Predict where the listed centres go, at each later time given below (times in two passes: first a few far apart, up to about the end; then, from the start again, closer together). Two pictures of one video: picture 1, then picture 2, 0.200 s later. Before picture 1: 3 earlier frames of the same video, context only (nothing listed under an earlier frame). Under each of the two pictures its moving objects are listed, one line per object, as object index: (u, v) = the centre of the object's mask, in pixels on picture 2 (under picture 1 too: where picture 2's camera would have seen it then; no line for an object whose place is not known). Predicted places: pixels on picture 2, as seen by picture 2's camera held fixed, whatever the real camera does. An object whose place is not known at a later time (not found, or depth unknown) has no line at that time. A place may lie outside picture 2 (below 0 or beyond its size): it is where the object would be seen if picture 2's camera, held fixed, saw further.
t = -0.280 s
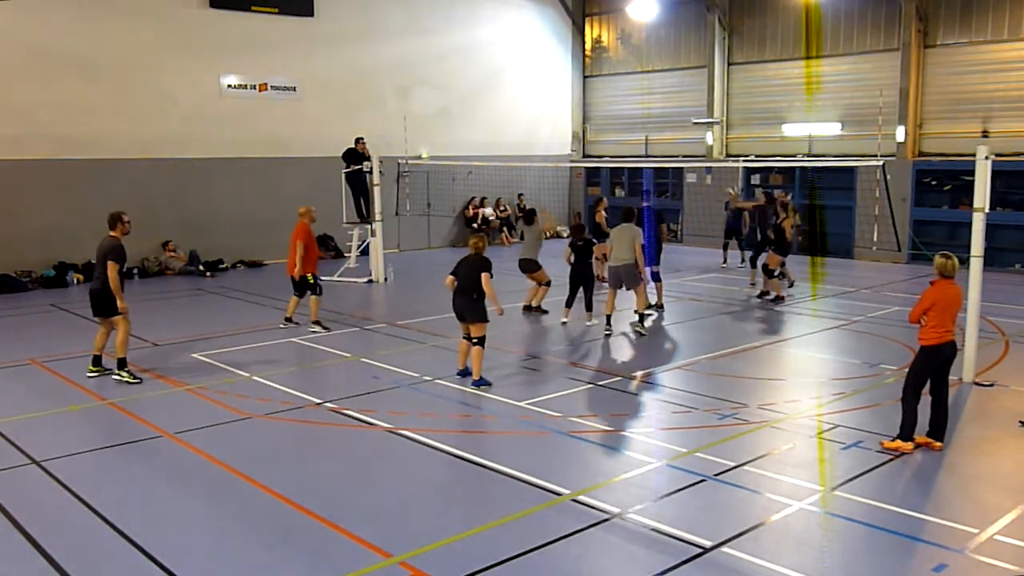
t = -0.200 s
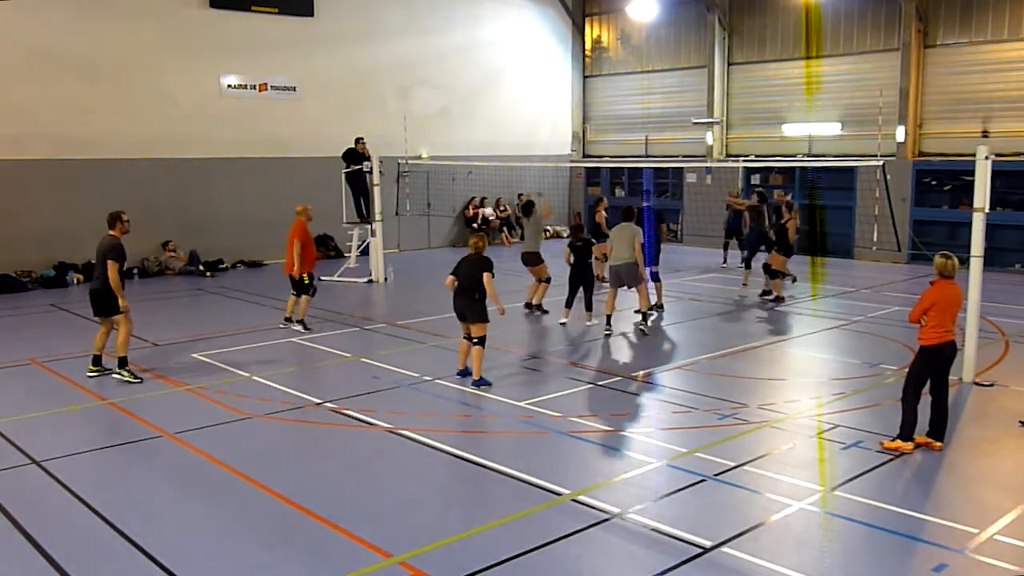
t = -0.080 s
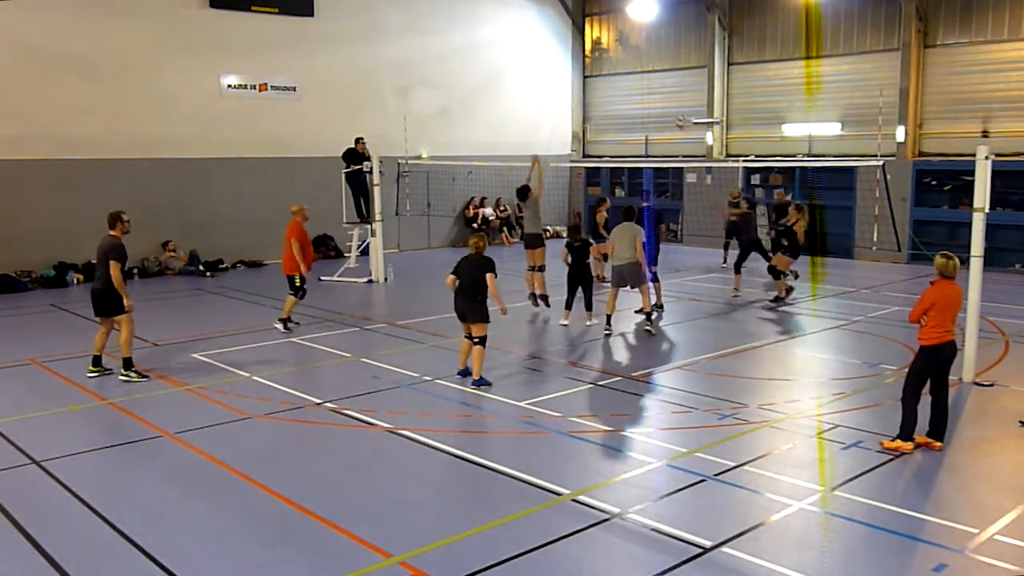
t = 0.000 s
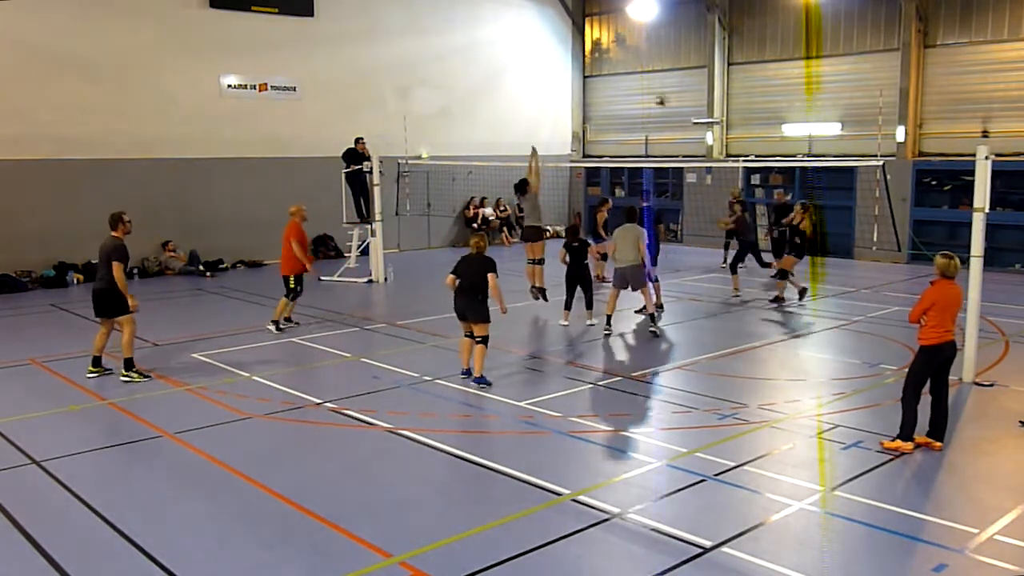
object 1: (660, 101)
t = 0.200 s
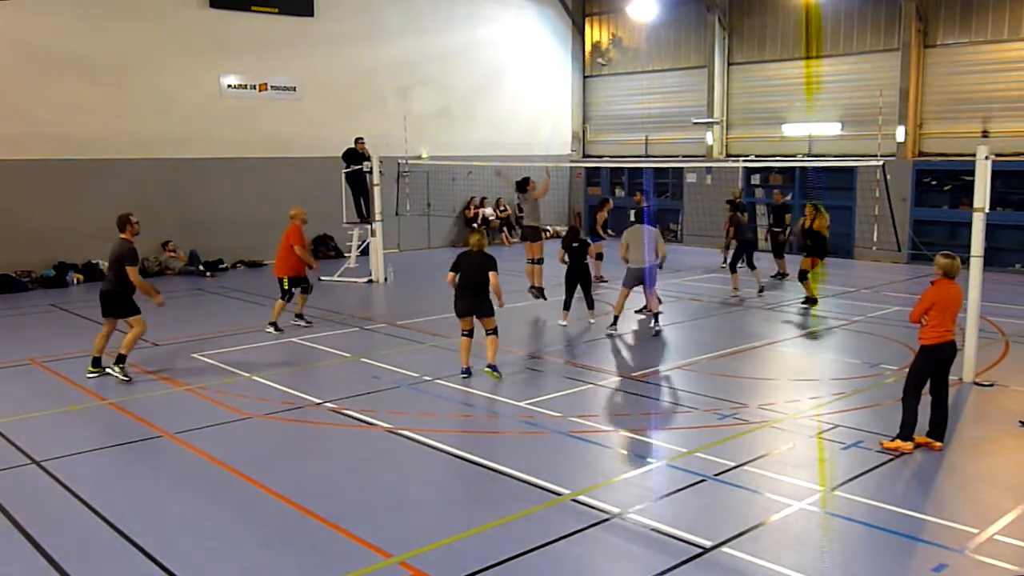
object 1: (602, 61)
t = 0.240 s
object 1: (589, 54)
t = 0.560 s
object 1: (490, 52)
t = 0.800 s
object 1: (407, 105)
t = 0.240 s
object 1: (589, 54)
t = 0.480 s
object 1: (517, 45)
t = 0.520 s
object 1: (504, 48)
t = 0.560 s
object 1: (490, 52)
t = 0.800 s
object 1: (407, 105)
